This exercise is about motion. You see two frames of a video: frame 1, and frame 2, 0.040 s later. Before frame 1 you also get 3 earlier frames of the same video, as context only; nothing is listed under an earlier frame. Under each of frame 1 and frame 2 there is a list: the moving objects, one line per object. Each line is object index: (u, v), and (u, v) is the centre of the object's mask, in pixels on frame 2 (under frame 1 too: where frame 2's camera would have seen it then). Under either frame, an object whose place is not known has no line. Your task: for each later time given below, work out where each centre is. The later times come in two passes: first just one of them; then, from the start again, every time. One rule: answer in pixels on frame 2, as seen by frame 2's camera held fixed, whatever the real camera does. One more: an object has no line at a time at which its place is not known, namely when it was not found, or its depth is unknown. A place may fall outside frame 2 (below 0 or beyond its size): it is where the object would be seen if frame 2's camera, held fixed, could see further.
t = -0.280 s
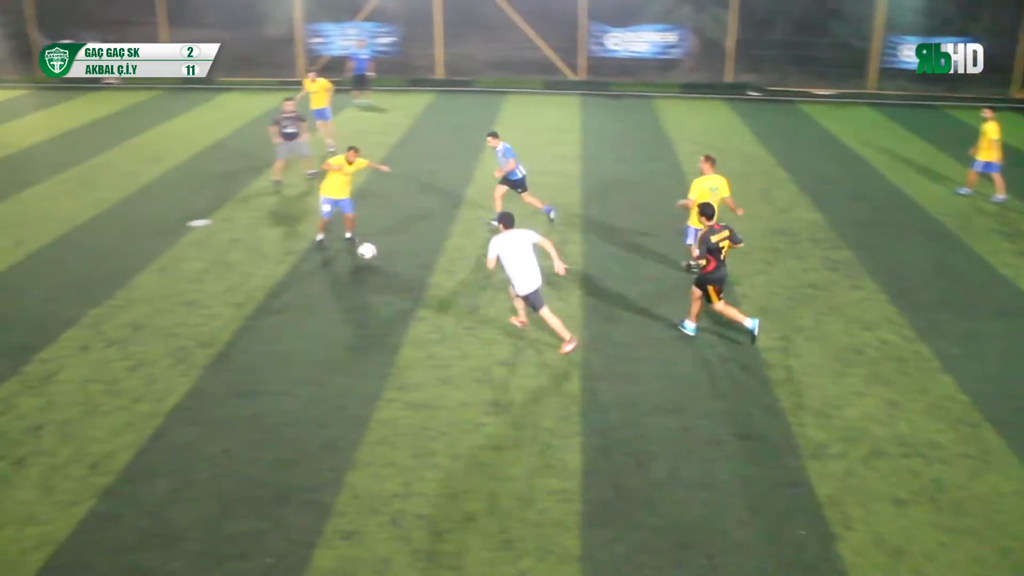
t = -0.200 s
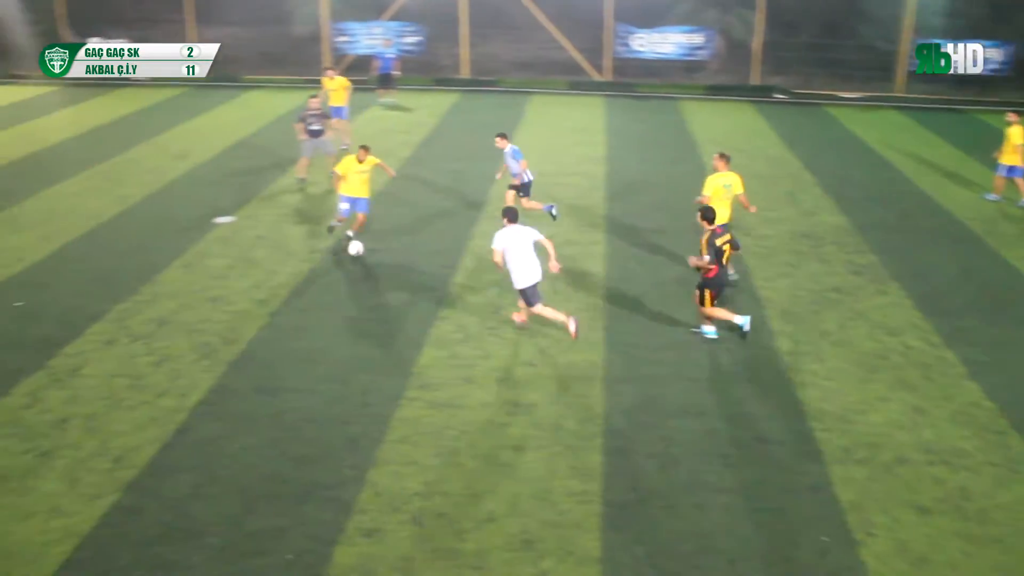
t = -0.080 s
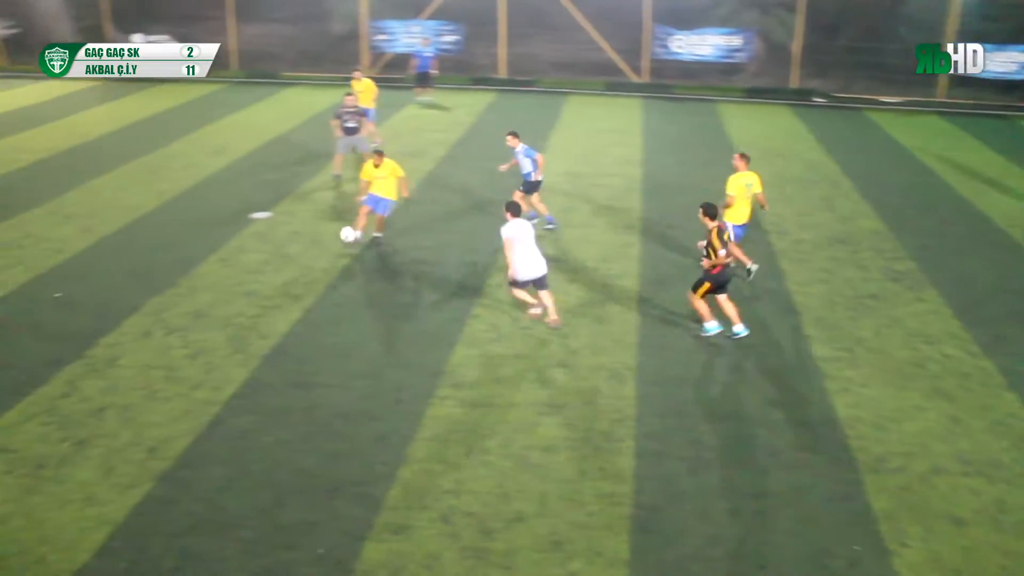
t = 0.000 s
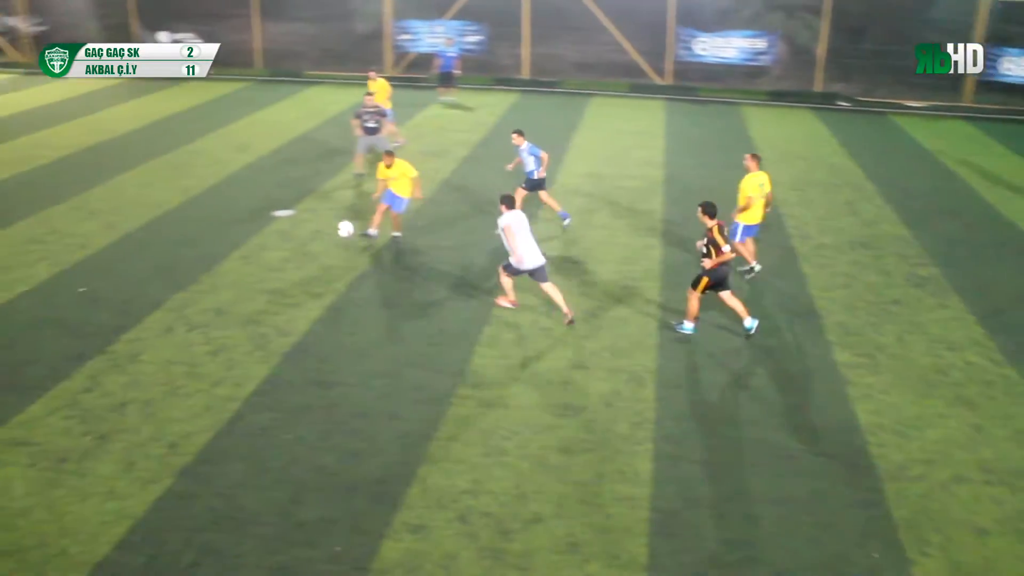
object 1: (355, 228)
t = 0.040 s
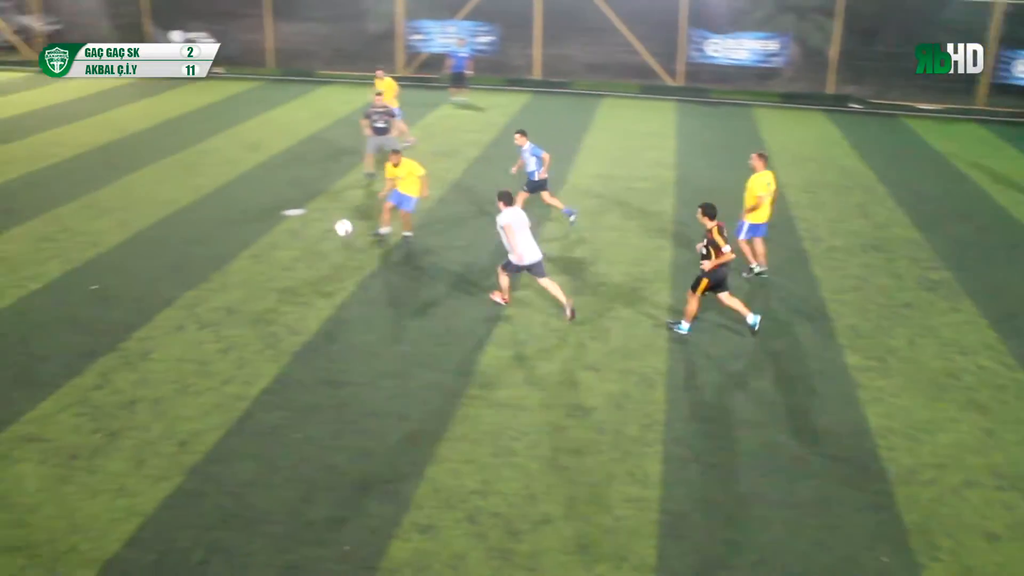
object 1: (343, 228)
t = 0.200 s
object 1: (290, 236)
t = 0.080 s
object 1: (331, 228)
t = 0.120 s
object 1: (317, 230)
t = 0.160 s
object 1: (304, 232)
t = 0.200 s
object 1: (290, 236)
